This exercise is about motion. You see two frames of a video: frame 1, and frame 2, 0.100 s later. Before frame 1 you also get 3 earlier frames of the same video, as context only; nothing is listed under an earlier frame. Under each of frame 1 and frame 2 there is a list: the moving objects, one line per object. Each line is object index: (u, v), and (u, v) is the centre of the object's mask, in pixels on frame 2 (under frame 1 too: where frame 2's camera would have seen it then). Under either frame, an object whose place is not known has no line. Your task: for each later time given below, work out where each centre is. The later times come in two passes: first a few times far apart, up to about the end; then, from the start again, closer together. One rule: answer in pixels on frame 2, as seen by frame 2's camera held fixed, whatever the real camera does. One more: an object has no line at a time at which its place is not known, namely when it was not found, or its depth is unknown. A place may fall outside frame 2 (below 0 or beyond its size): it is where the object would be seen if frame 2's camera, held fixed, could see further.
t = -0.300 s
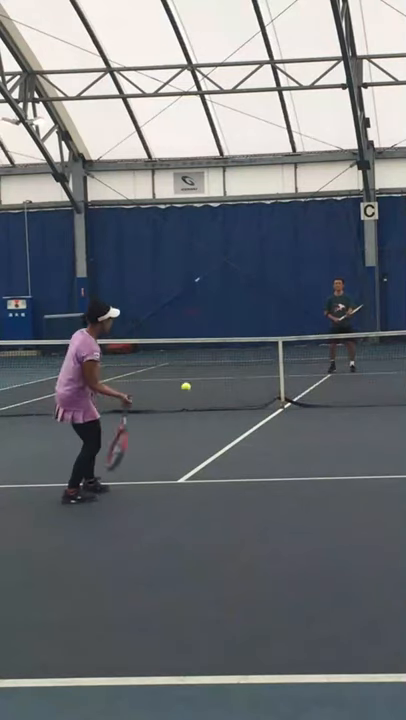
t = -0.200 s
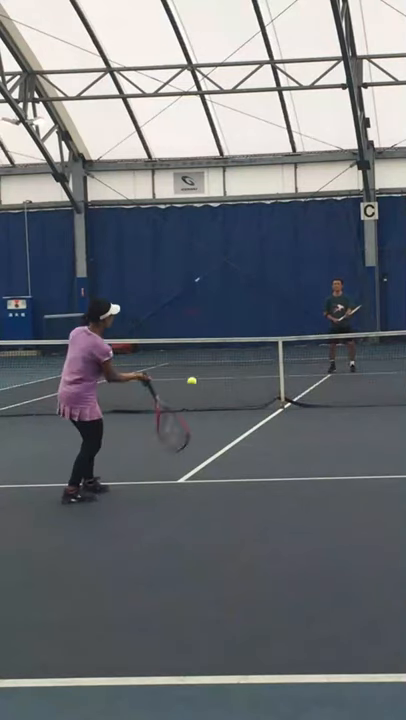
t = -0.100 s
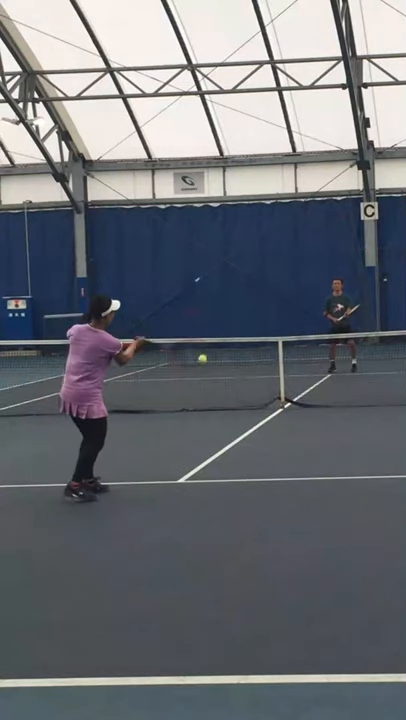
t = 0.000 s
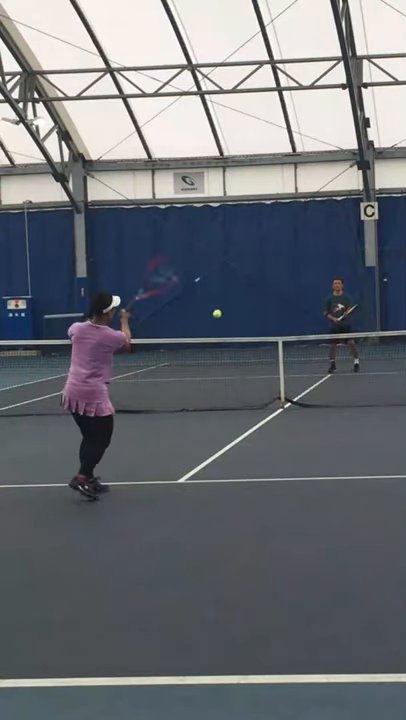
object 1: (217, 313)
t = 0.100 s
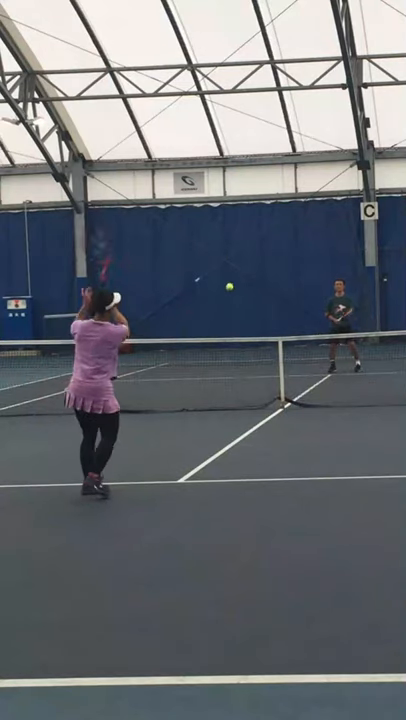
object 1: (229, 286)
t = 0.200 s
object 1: (240, 273)
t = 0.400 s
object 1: (257, 278)
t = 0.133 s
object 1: (233, 281)
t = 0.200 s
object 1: (240, 273)
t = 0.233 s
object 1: (243, 272)
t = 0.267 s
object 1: (246, 271)
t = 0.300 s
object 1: (249, 272)
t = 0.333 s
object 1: (252, 273)
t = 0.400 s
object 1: (257, 278)
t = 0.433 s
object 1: (260, 282)
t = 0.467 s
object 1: (262, 287)
